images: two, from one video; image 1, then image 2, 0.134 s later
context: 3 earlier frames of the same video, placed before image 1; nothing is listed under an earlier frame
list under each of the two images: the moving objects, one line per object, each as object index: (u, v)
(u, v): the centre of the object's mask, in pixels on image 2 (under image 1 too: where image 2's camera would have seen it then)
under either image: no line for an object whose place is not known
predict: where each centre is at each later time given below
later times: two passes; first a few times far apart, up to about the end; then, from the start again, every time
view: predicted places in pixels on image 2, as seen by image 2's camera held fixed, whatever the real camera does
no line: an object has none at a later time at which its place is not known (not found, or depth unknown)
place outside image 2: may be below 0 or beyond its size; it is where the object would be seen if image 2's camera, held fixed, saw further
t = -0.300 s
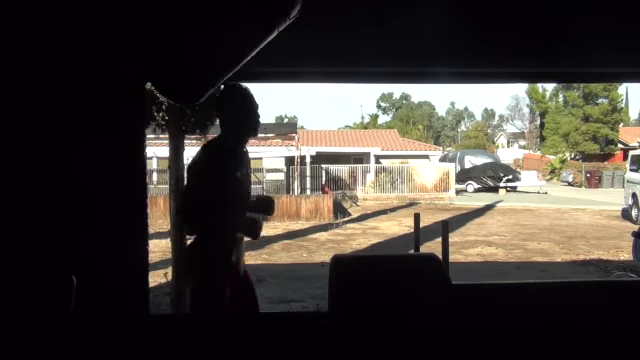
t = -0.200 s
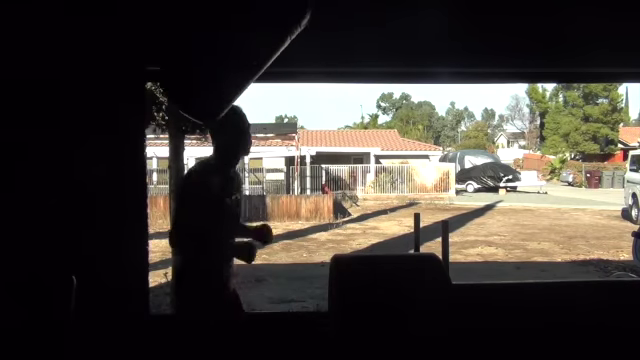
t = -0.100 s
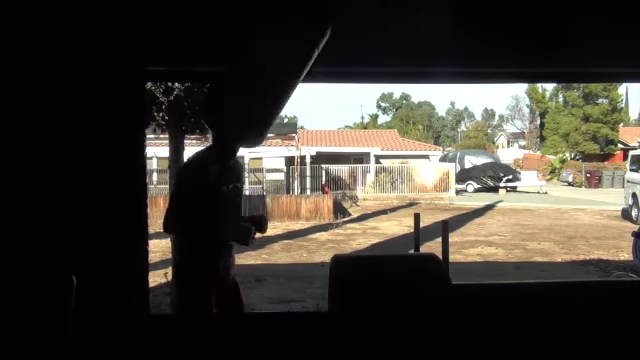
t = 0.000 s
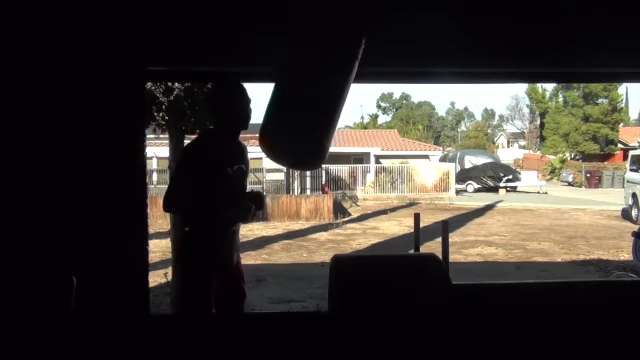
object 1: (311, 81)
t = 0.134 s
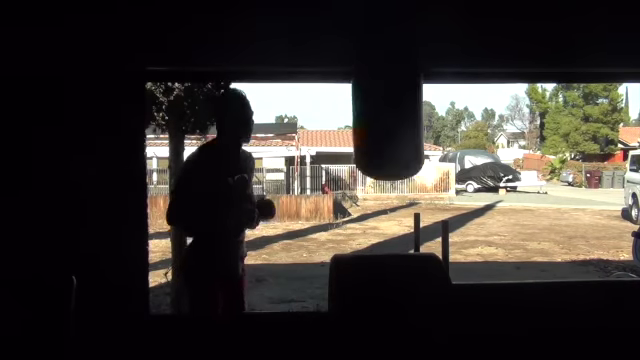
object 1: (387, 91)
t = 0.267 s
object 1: (457, 80)
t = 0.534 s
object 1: (541, 46)
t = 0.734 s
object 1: (529, 54)
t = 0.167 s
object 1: (405, 90)
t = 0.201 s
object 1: (424, 88)
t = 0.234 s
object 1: (441, 85)
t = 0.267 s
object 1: (457, 80)
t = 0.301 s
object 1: (475, 73)
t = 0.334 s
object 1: (488, 68)
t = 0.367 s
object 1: (500, 64)
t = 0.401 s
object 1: (514, 57)
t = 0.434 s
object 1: (523, 54)
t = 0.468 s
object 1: (531, 50)
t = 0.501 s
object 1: (536, 48)
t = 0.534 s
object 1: (541, 46)
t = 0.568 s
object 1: (543, 46)
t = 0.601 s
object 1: (544, 46)
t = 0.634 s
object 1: (543, 46)
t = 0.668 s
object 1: (541, 48)
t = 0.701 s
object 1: (535, 51)
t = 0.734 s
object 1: (529, 54)
